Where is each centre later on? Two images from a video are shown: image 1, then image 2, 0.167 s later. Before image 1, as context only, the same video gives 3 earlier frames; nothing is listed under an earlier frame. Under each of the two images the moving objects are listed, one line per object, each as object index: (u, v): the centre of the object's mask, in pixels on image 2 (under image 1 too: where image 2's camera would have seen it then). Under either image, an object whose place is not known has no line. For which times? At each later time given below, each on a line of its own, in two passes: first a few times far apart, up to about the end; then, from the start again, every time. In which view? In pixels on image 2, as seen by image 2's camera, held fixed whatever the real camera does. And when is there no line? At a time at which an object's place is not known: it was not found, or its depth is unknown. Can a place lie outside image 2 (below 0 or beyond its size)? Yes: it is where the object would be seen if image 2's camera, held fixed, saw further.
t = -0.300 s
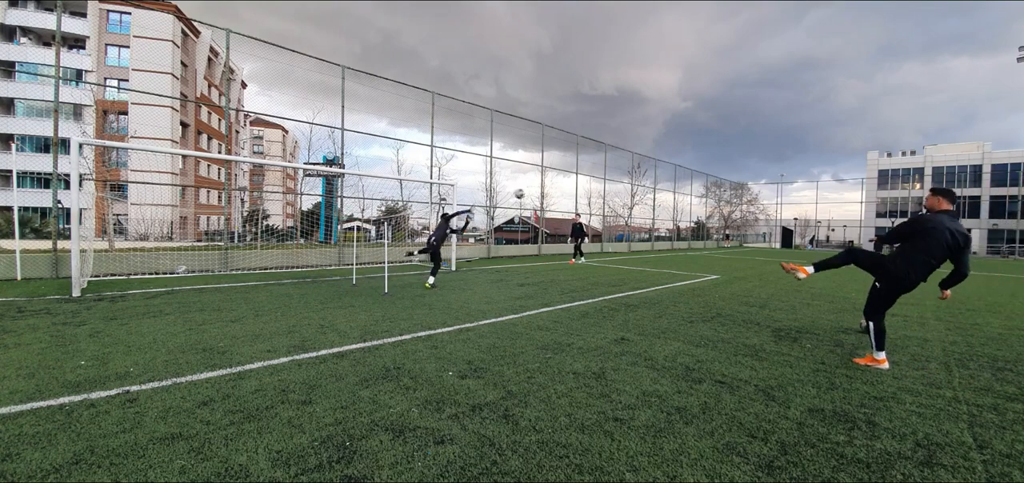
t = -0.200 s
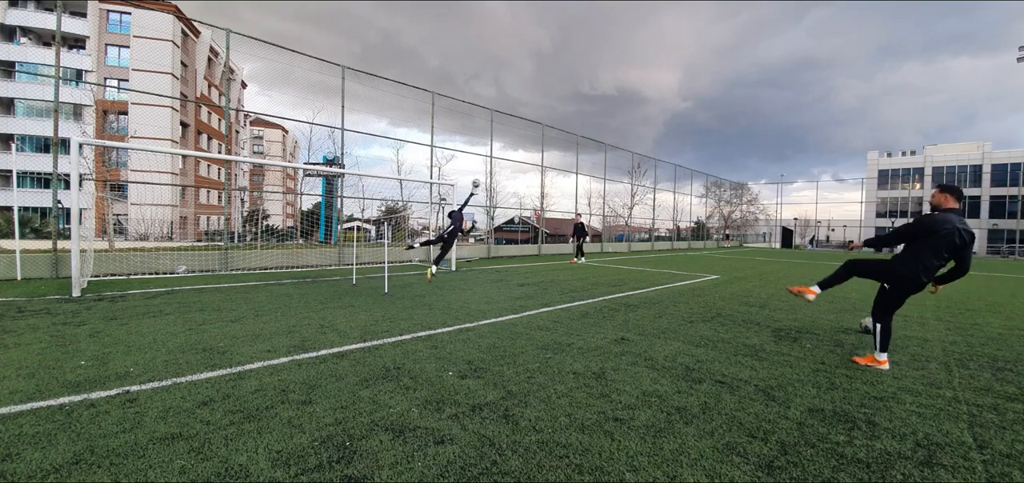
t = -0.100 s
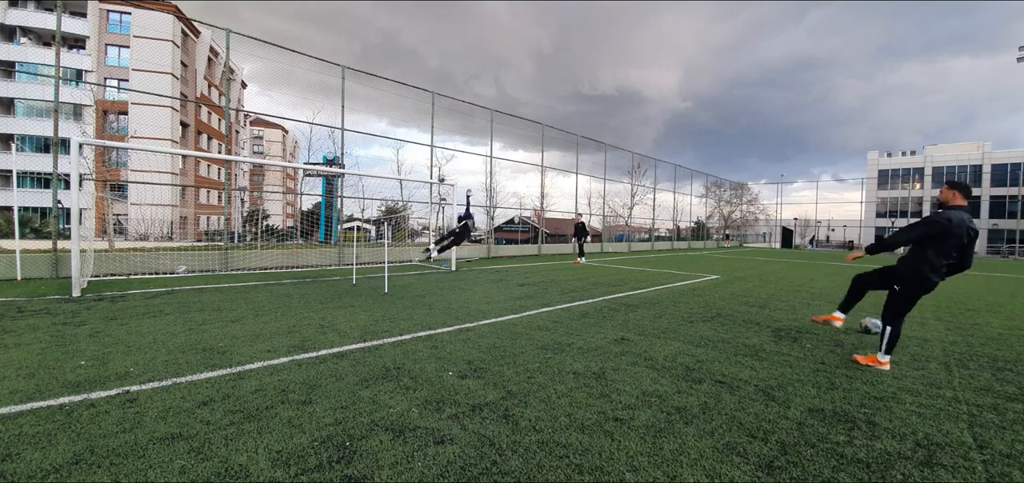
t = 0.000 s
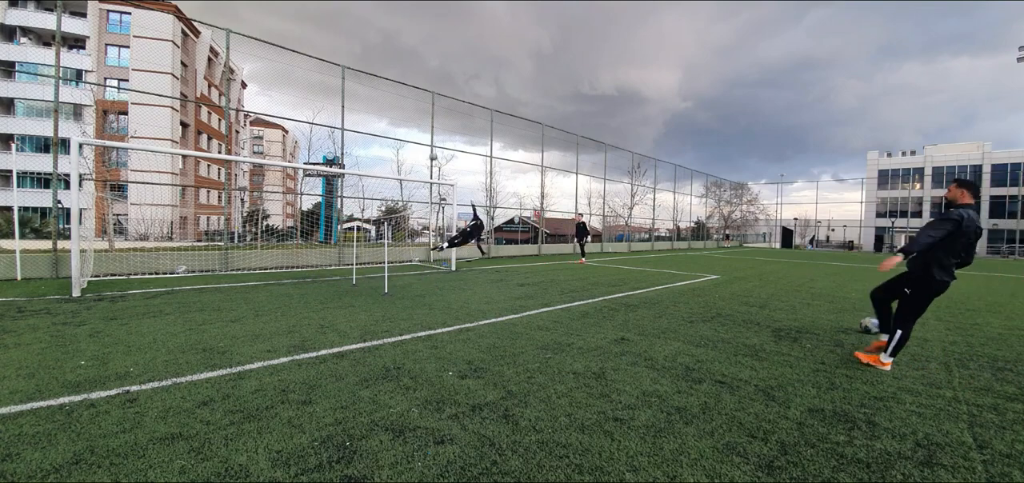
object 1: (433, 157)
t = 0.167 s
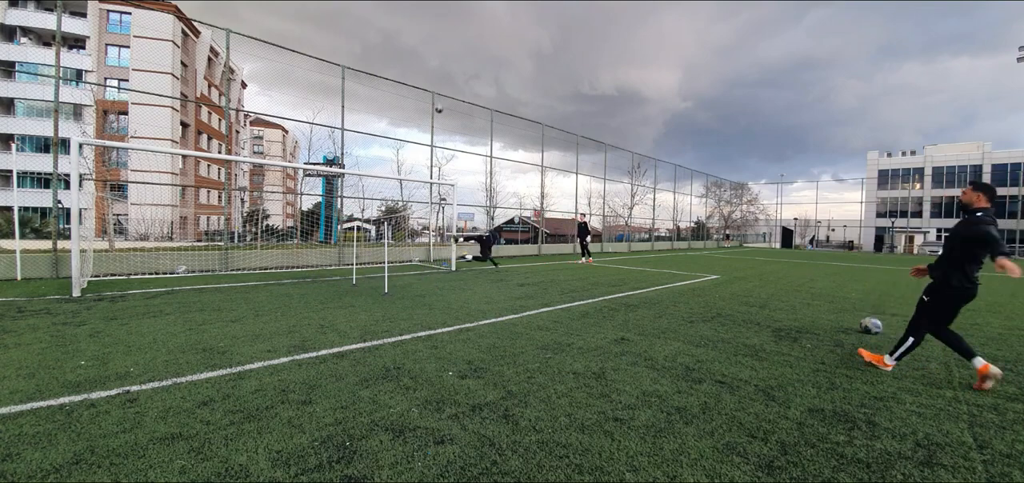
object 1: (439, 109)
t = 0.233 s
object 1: (440, 93)
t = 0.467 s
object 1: (447, 48)
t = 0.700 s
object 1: (453, 24)
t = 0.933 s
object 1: (459, 21)
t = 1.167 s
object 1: (464, 38)
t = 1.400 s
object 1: (469, 74)
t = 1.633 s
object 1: (476, 128)
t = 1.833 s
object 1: (482, 188)
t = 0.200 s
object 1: (440, 101)
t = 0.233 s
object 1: (440, 93)
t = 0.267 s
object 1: (442, 85)
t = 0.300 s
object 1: (443, 78)
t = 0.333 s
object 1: (444, 71)
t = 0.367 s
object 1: (445, 65)
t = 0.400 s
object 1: (446, 59)
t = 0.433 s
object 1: (447, 53)
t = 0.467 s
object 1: (447, 48)
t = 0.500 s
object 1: (448, 44)
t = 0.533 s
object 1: (449, 39)
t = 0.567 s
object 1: (450, 35)
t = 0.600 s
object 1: (450, 32)
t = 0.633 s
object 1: (452, 29)
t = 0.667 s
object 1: (453, 26)
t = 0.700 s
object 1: (453, 24)
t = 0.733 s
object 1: (454, 23)
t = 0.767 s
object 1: (455, 21)
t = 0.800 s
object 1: (456, 20)
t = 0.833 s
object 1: (456, 20)
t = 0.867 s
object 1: (458, 20)
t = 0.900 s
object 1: (458, 20)
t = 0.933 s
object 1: (459, 21)
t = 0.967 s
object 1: (459, 22)
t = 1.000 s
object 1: (460, 24)
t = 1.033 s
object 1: (461, 26)
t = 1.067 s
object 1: (461, 28)
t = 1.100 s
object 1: (462, 31)
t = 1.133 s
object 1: (463, 34)
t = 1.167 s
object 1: (464, 38)
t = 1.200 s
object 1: (465, 42)
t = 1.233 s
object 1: (466, 46)
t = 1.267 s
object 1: (466, 51)
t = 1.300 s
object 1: (467, 56)
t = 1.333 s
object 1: (468, 62)
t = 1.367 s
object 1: (469, 67)
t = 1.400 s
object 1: (469, 74)
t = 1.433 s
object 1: (470, 80)
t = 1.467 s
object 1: (471, 88)
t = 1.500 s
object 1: (472, 95)
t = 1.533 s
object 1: (473, 103)
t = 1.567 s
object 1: (474, 111)
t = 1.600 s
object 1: (475, 119)
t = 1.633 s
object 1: (476, 128)
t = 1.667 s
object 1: (477, 138)
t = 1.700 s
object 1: (478, 146)
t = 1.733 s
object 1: (479, 156)
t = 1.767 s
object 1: (480, 167)
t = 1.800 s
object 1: (481, 177)
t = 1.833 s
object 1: (482, 188)
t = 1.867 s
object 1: (483, 199)
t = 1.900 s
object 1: (484, 211)
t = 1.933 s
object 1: (485, 222)
